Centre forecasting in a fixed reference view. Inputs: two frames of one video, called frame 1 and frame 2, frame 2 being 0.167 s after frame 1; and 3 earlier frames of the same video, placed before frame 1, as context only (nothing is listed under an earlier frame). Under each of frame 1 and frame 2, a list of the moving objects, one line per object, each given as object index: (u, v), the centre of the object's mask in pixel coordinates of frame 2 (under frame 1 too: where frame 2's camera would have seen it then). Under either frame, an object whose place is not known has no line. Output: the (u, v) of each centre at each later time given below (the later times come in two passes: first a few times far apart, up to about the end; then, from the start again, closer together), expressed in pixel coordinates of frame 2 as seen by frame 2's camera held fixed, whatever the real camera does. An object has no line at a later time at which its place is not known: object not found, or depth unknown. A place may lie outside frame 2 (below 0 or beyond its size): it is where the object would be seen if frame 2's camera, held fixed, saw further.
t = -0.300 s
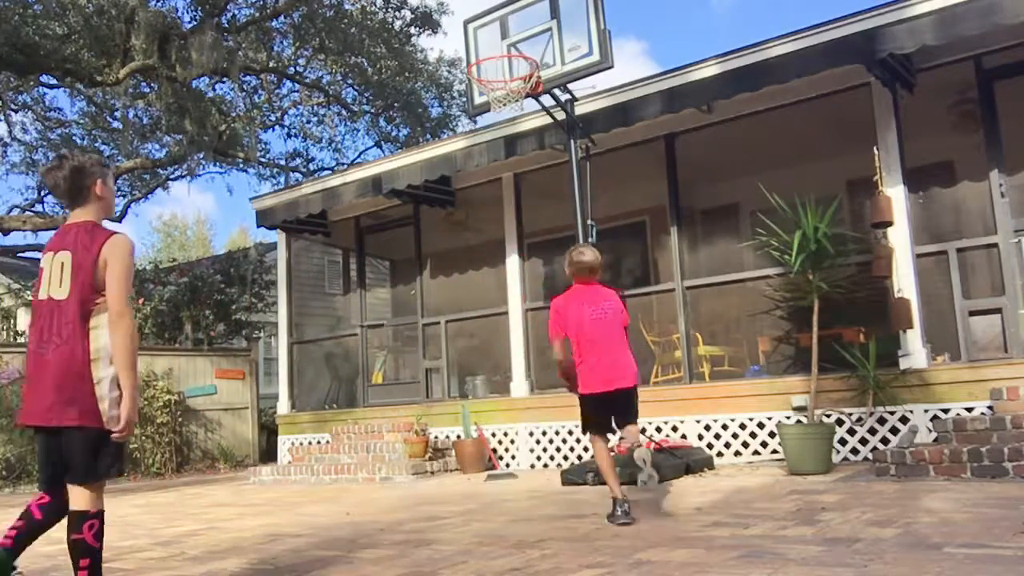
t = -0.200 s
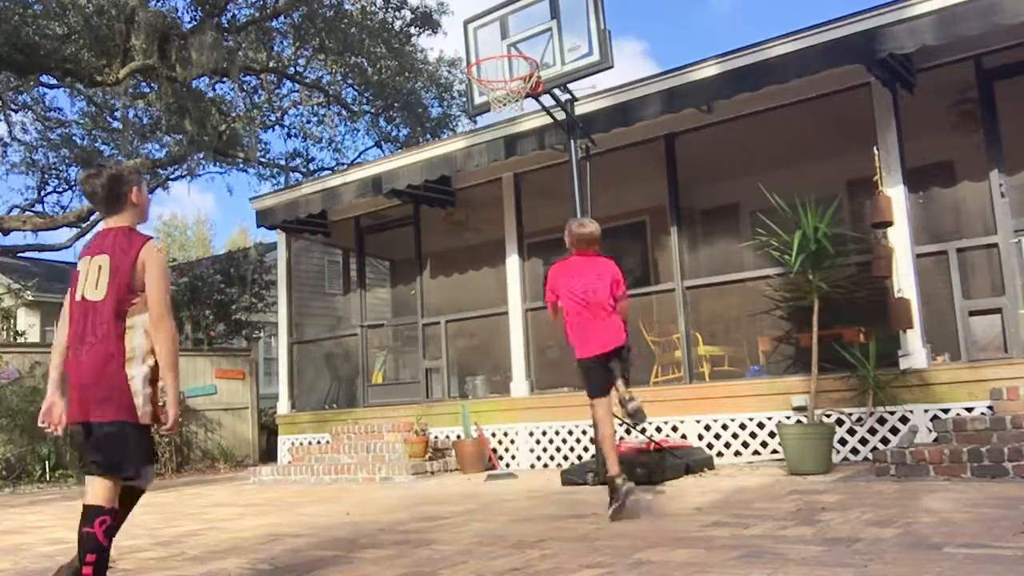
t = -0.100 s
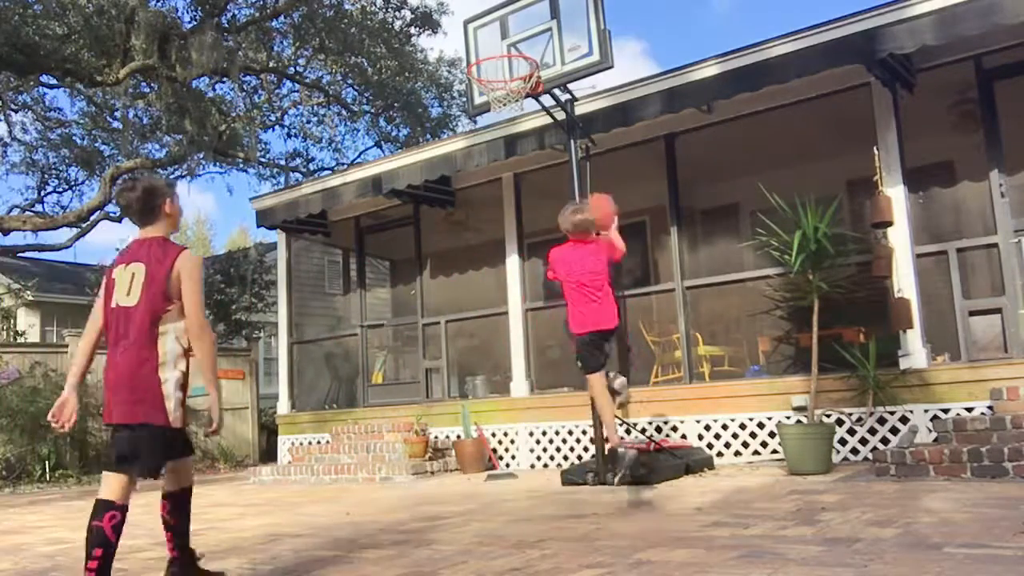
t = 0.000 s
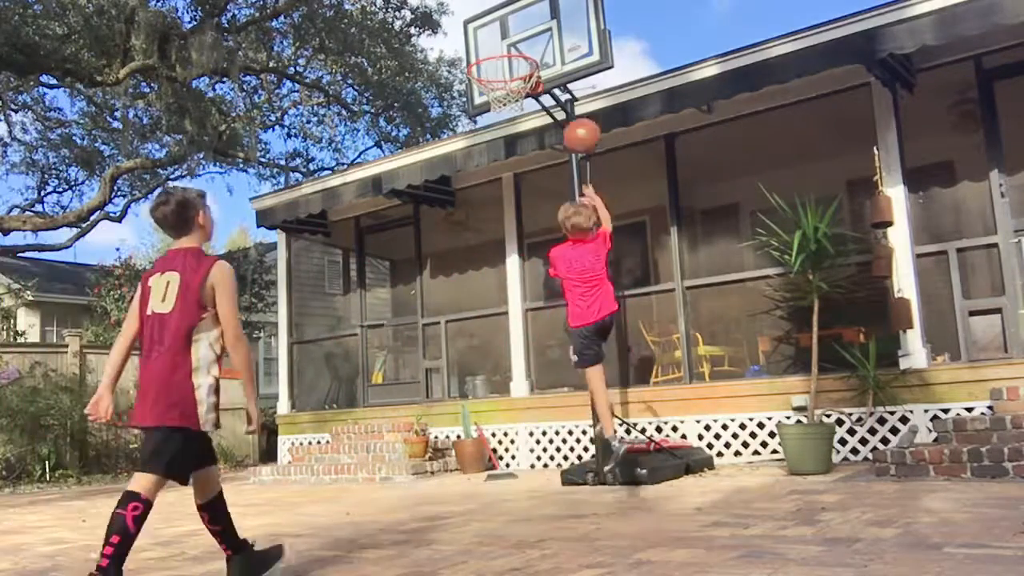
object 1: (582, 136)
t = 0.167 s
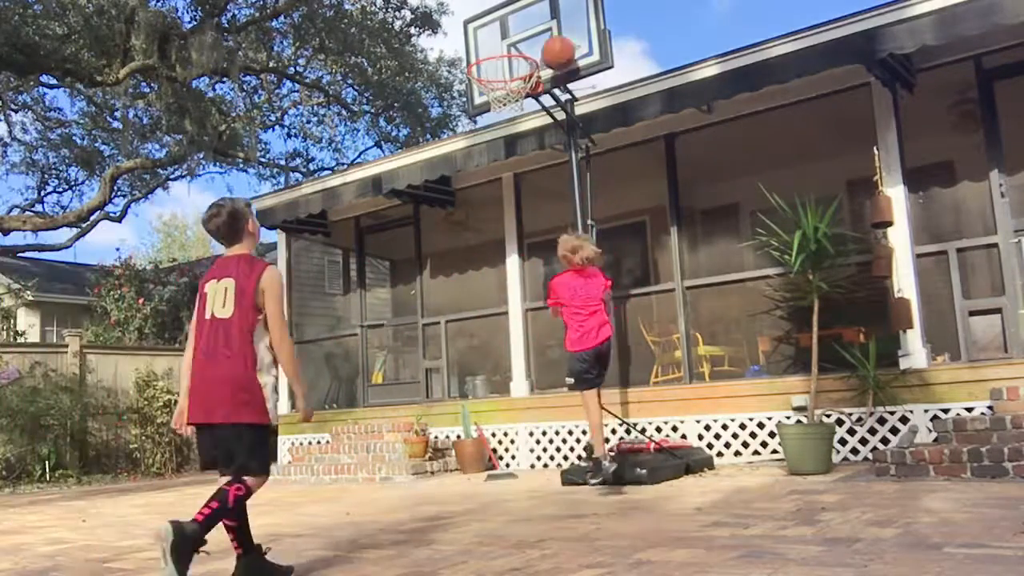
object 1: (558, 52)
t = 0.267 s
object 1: (543, 27)
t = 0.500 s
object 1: (498, 21)
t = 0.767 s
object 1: (460, 64)
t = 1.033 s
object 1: (443, 138)
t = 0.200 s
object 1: (554, 42)
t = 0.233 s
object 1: (549, 33)
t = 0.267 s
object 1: (543, 27)
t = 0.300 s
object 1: (535, 20)
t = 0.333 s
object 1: (529, 17)
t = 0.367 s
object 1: (522, 15)
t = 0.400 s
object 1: (515, 15)
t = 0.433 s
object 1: (510, 15)
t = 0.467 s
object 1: (504, 17)
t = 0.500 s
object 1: (498, 21)
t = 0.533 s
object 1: (492, 25)
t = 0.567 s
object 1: (486, 32)
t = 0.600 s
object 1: (480, 41)
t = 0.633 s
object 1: (474, 49)
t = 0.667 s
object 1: (468, 60)
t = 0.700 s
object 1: (466, 61)
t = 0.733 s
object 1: (463, 62)
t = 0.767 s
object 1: (460, 64)
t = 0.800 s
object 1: (458, 69)
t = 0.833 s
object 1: (455, 73)
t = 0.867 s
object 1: (452, 81)
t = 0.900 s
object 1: (451, 91)
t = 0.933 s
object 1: (449, 99)
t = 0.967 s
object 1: (447, 111)
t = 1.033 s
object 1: (443, 138)
